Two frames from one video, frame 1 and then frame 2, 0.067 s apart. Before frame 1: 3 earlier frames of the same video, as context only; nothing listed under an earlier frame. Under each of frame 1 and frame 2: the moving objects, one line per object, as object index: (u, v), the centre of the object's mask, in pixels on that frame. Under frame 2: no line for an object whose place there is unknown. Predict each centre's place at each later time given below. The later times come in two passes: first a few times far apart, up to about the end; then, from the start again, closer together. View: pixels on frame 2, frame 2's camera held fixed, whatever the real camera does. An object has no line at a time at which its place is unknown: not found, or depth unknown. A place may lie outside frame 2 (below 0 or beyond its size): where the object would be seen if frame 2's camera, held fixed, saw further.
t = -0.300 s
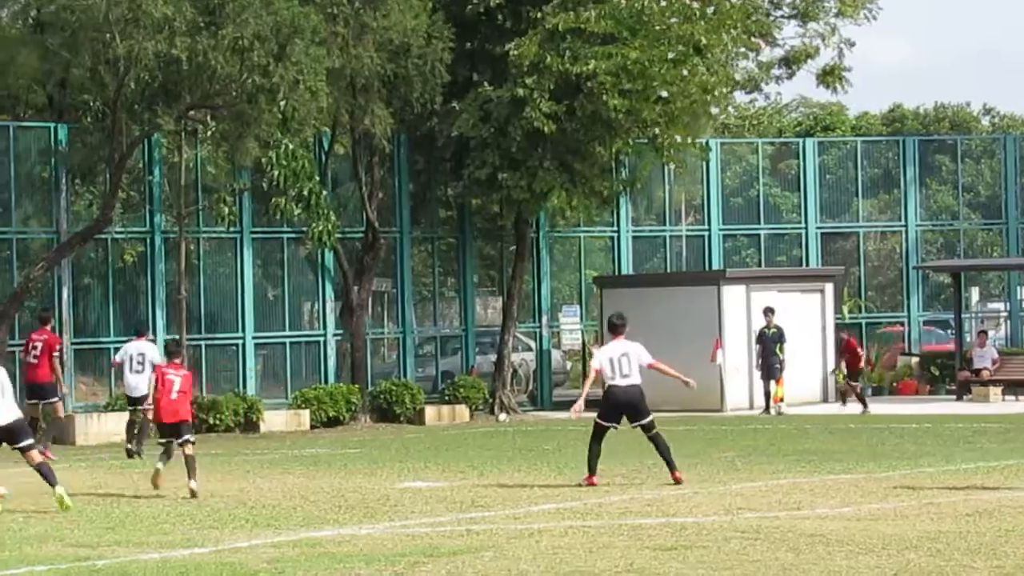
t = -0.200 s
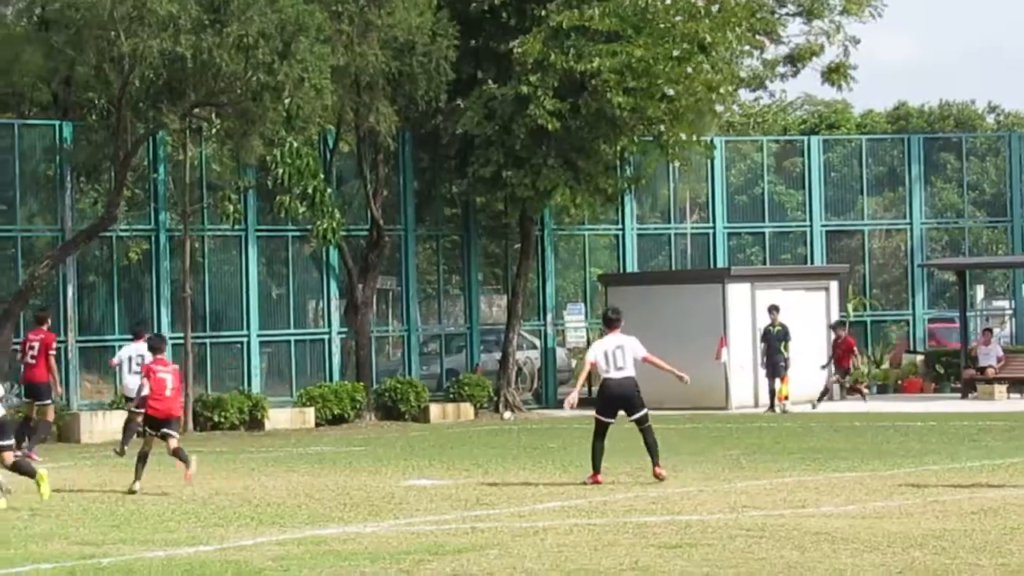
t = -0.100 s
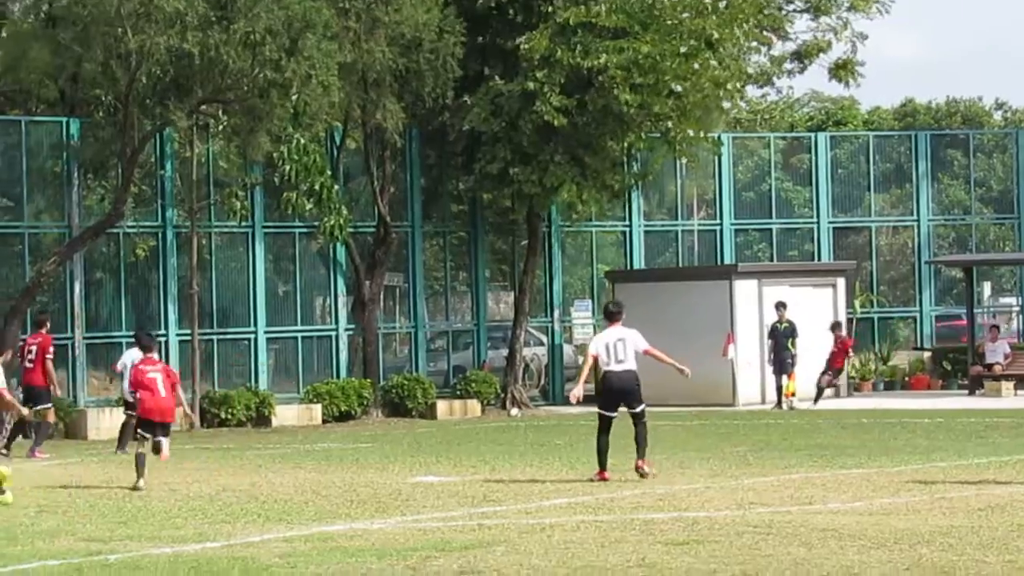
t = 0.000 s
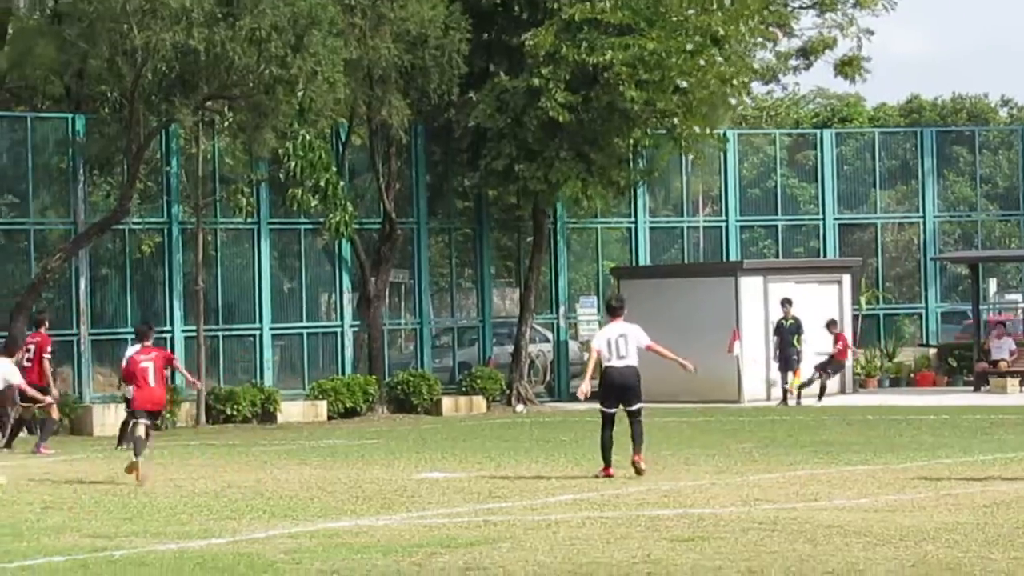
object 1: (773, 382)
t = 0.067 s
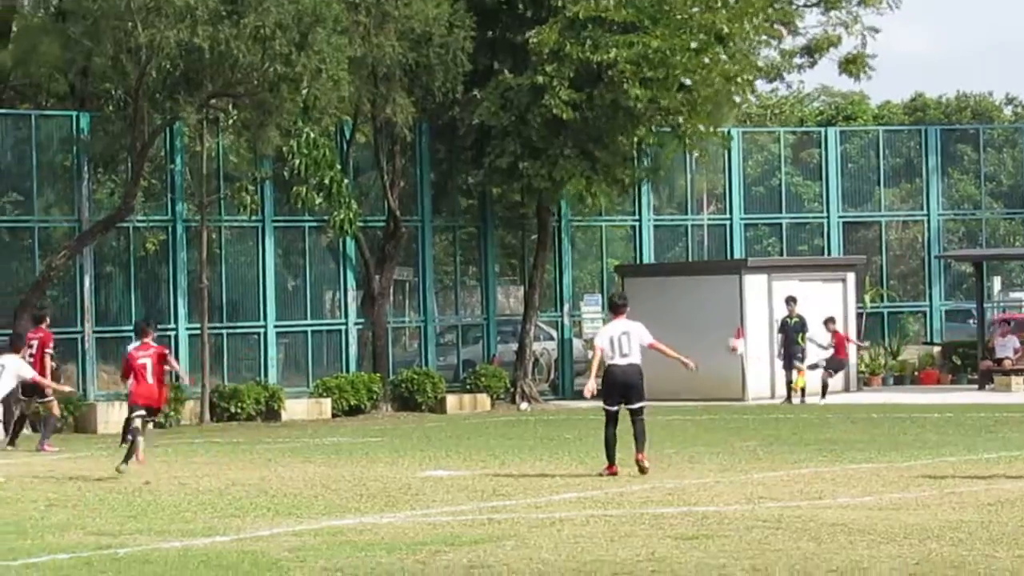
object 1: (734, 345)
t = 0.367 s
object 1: (542, 217)
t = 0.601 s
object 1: (394, 145)
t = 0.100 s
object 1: (713, 327)
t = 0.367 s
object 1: (542, 217)
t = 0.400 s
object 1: (521, 205)
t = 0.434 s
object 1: (500, 194)
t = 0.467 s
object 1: (480, 183)
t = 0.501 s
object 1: (458, 173)
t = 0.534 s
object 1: (437, 163)
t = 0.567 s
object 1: (415, 153)
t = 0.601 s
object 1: (394, 145)
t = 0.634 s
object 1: (372, 137)
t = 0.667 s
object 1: (349, 130)
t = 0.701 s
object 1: (328, 124)
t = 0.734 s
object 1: (305, 118)
